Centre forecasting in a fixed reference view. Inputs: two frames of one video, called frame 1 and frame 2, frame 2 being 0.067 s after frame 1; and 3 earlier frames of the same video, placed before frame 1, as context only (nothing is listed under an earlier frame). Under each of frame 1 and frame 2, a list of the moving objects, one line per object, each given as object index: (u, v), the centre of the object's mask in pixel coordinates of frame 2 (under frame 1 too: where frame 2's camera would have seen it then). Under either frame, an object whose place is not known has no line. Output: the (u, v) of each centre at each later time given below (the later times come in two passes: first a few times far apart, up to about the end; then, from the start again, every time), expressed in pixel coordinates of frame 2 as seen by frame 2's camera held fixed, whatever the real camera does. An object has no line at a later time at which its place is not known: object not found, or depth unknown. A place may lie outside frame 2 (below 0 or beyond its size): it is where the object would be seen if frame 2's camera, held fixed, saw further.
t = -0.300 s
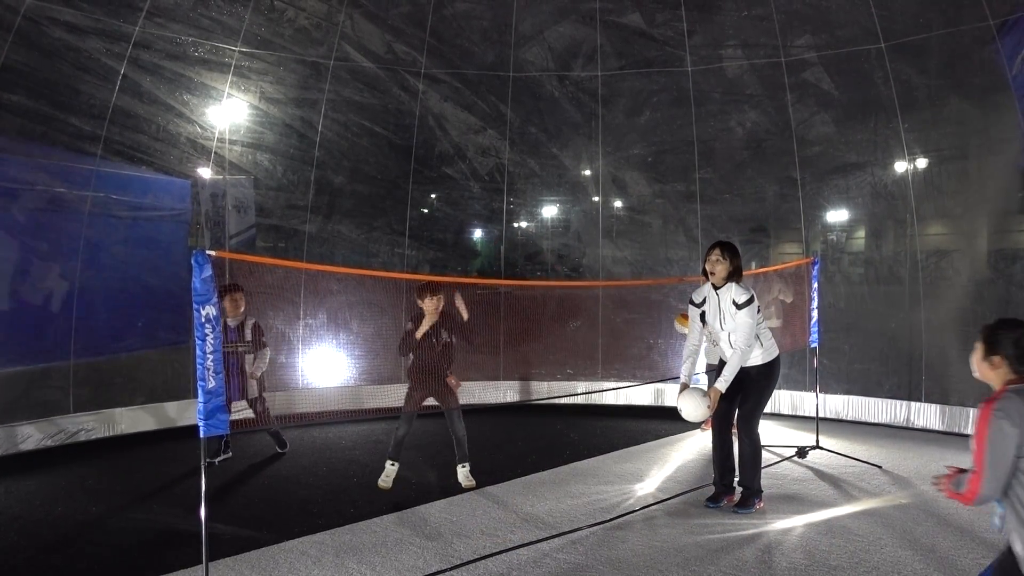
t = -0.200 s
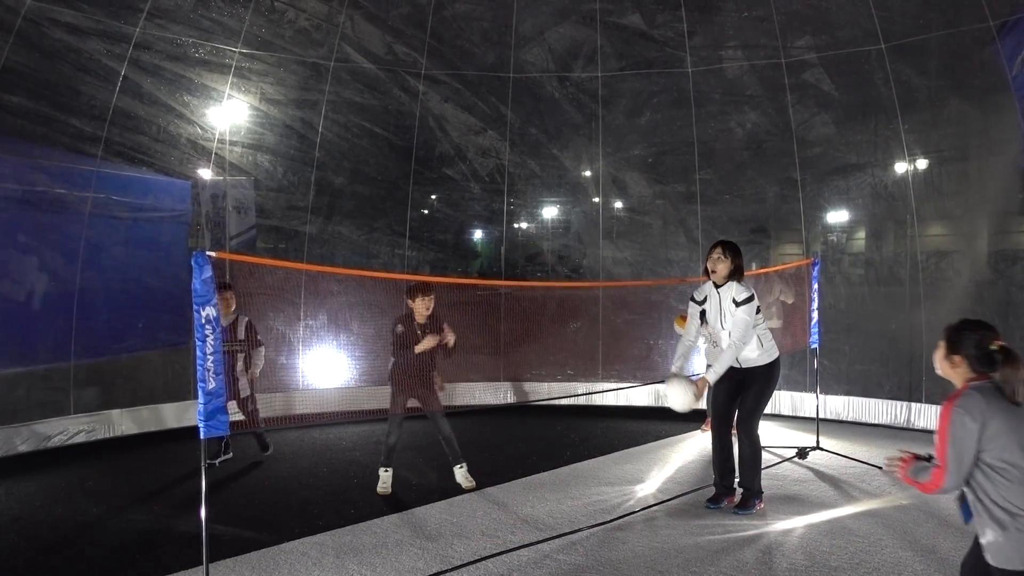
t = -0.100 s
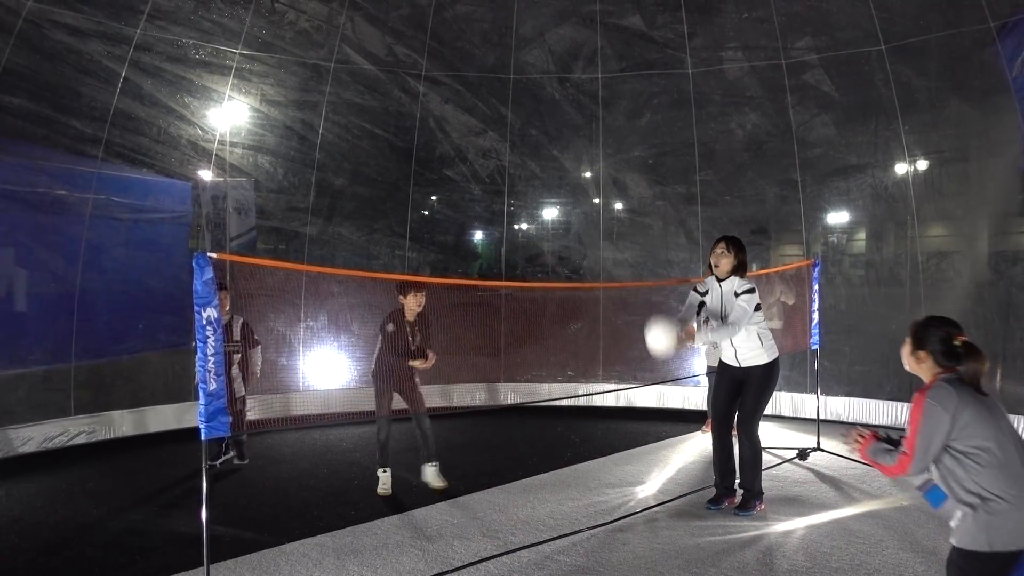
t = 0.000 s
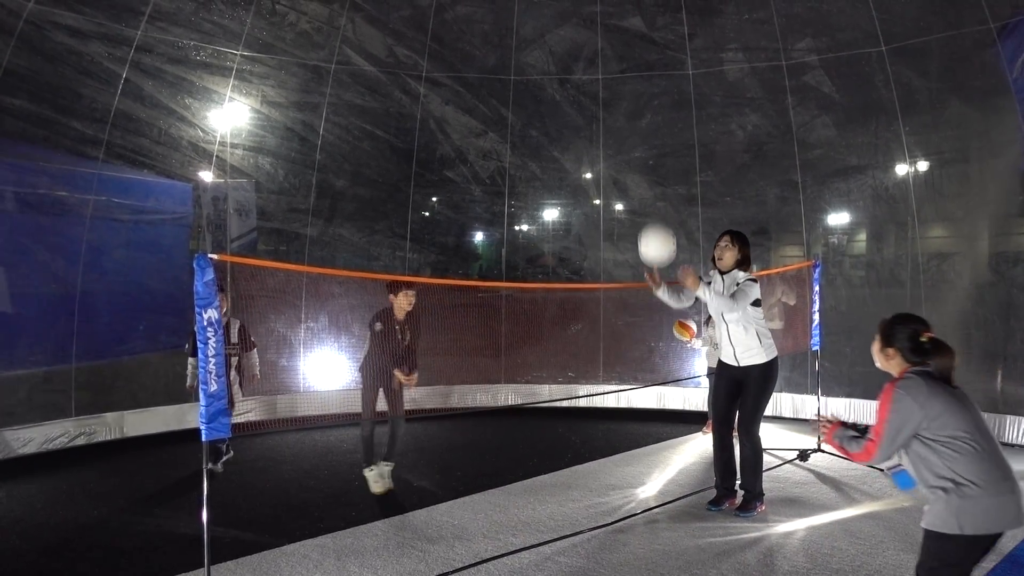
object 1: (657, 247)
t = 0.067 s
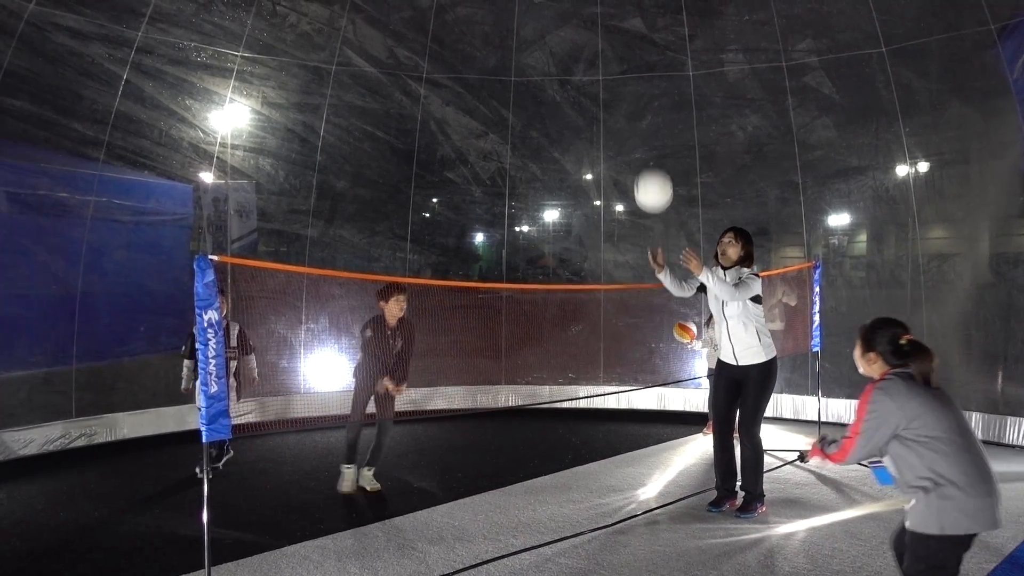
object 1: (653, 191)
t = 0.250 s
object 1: (643, 75)
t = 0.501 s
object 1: (630, 11)
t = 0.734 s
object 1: (616, 51)
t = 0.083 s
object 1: (652, 178)
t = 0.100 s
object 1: (651, 166)
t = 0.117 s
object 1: (650, 154)
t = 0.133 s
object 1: (649, 142)
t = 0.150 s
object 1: (648, 131)
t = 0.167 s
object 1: (647, 121)
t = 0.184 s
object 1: (647, 111)
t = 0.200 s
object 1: (646, 101)
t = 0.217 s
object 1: (645, 92)
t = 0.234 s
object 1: (644, 84)
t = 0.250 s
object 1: (643, 75)
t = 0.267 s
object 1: (642, 68)
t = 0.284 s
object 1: (641, 60)
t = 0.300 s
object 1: (640, 54)
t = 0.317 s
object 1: (640, 47)
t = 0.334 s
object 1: (639, 41)
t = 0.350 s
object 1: (638, 36)
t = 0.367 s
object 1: (637, 31)
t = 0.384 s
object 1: (636, 27)
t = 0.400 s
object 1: (635, 23)
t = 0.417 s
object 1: (634, 19)
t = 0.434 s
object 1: (633, 16)
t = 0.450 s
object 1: (632, 14)
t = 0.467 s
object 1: (631, 13)
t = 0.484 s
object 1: (630, 12)
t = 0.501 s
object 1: (630, 11)
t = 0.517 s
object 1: (629, 11)
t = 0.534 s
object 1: (628, 11)
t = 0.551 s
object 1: (627, 11)
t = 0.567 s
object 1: (626, 12)
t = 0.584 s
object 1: (625, 13)
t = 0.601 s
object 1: (624, 15)
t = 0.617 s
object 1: (623, 17)
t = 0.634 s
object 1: (622, 20)
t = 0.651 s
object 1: (621, 24)
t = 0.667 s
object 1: (620, 29)
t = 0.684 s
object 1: (619, 34)
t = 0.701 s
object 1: (618, 39)
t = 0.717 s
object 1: (617, 45)
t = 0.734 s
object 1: (616, 51)
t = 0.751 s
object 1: (615, 58)
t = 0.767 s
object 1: (614, 66)
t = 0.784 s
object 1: (613, 74)
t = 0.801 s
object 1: (612, 83)
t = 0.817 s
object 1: (611, 92)
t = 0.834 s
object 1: (610, 102)
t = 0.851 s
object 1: (609, 112)
